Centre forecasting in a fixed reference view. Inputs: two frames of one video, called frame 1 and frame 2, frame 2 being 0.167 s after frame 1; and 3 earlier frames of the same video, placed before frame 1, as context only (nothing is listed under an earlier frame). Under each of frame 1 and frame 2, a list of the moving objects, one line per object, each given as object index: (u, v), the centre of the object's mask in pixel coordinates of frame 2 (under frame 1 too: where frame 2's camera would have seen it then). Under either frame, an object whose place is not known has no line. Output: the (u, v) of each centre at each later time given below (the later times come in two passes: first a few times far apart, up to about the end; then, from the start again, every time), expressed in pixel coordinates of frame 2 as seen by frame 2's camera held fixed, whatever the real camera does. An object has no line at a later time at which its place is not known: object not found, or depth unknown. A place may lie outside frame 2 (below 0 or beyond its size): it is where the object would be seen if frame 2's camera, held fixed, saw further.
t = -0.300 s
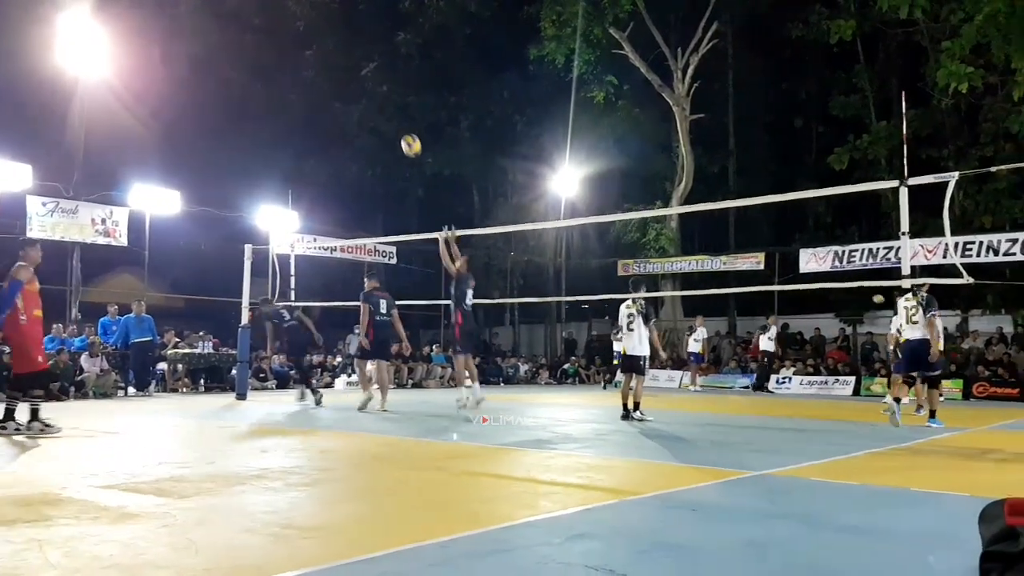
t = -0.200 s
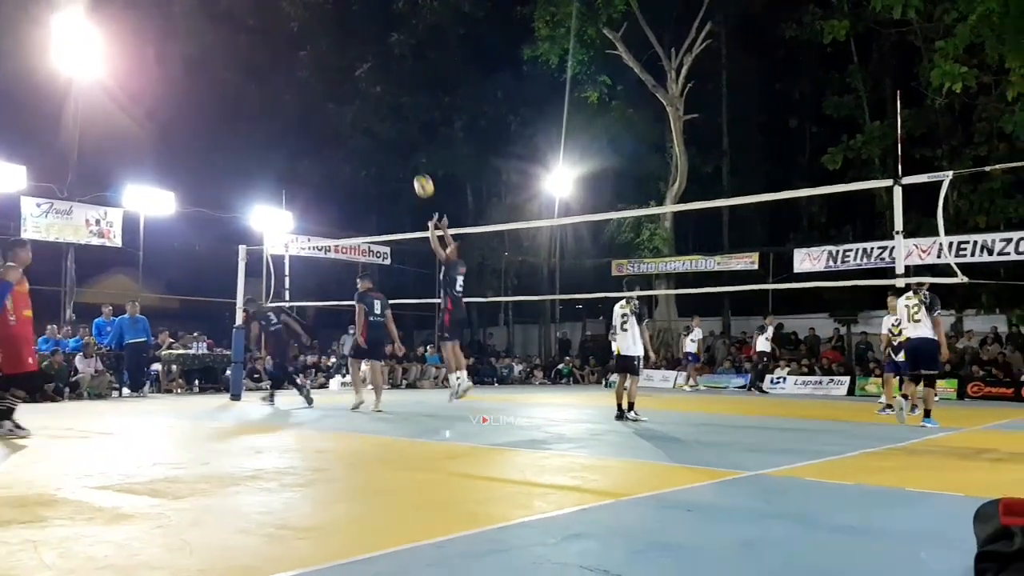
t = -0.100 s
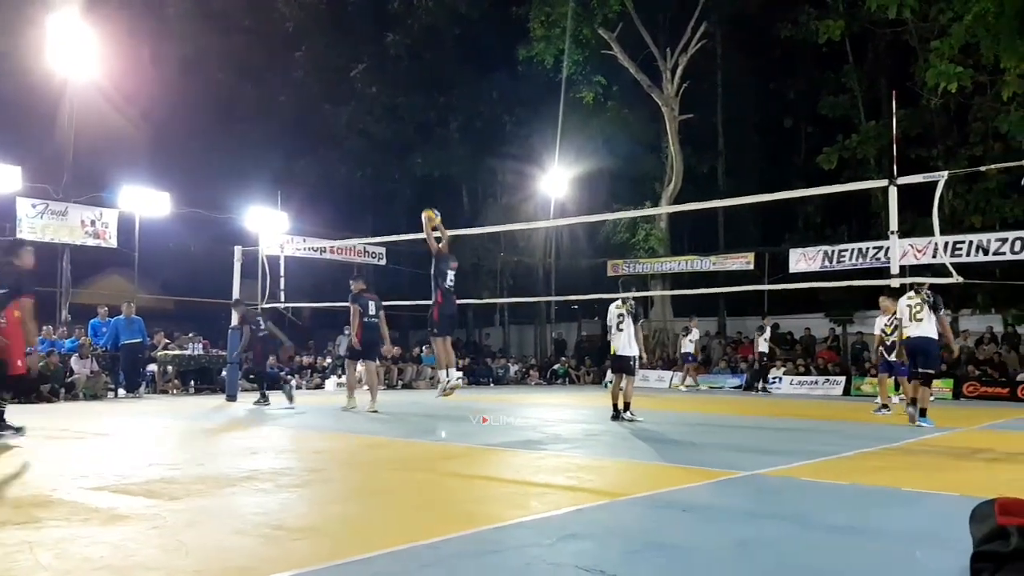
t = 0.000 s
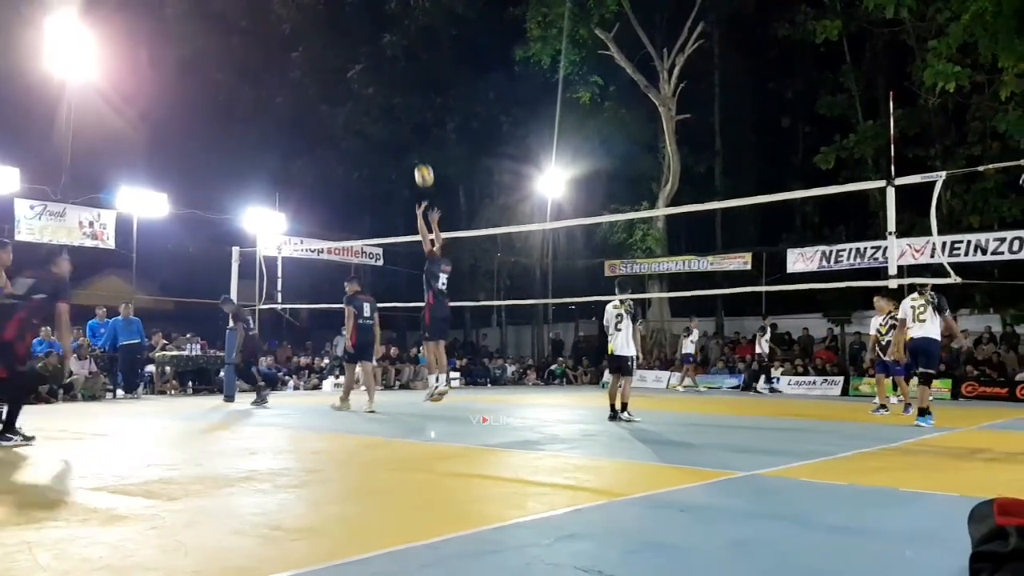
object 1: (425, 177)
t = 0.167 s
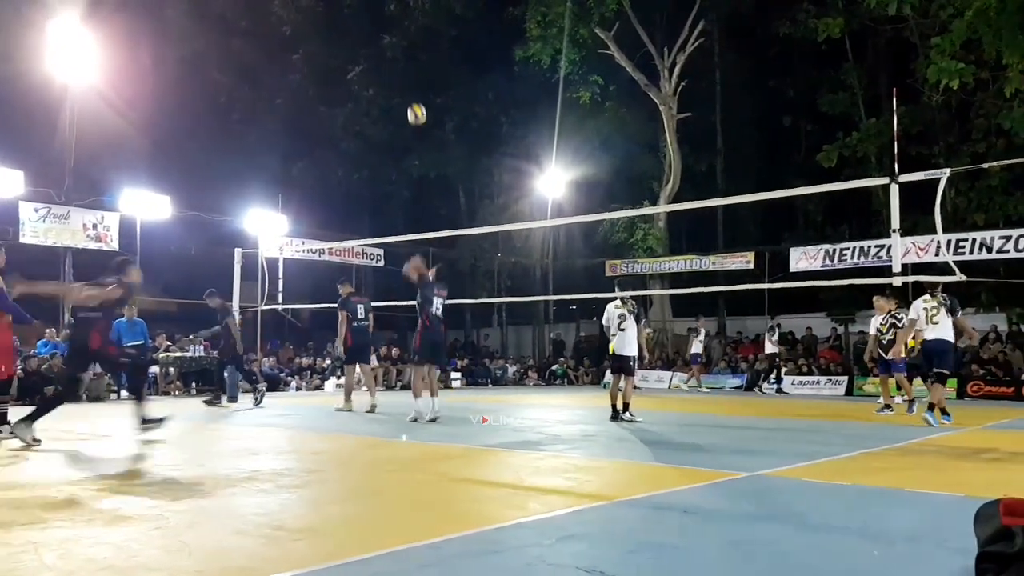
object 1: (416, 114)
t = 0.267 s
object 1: (412, 87)
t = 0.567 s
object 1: (396, 56)
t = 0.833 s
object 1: (384, 92)
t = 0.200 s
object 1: (415, 104)
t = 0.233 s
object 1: (413, 95)
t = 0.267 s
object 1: (412, 87)
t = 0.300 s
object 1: (410, 80)
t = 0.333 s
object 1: (409, 74)
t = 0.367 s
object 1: (407, 68)
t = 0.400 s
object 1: (405, 64)
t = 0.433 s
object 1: (403, 61)
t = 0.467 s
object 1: (401, 58)
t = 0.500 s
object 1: (400, 57)
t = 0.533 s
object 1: (399, 56)
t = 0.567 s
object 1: (396, 56)
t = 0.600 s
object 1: (395, 58)
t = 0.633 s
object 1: (394, 60)
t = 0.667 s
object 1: (392, 63)
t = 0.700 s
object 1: (391, 66)
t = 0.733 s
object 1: (389, 71)
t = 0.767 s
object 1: (387, 77)
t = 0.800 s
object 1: (386, 84)
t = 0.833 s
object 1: (384, 92)
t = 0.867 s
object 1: (382, 101)
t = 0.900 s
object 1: (380, 110)
